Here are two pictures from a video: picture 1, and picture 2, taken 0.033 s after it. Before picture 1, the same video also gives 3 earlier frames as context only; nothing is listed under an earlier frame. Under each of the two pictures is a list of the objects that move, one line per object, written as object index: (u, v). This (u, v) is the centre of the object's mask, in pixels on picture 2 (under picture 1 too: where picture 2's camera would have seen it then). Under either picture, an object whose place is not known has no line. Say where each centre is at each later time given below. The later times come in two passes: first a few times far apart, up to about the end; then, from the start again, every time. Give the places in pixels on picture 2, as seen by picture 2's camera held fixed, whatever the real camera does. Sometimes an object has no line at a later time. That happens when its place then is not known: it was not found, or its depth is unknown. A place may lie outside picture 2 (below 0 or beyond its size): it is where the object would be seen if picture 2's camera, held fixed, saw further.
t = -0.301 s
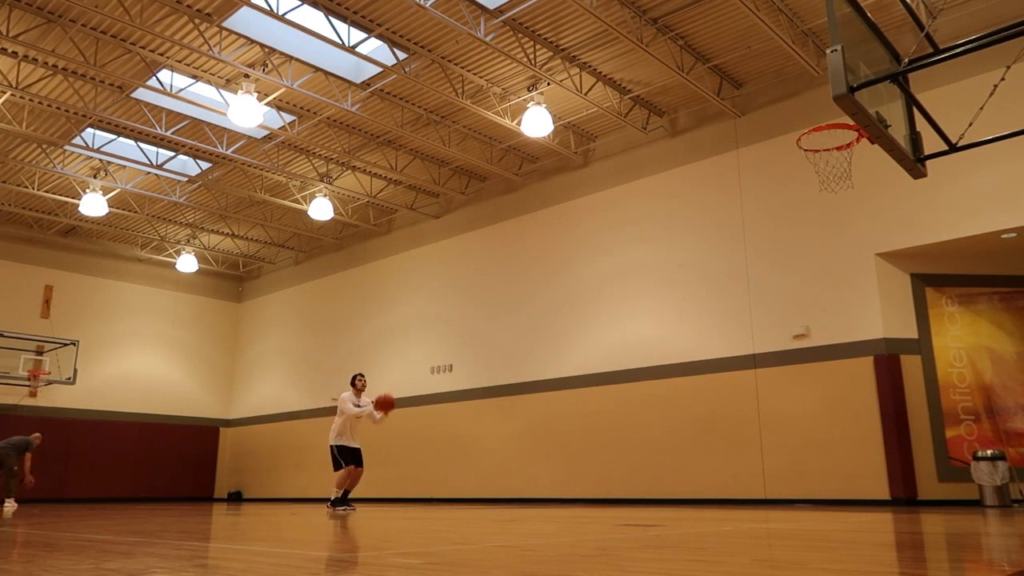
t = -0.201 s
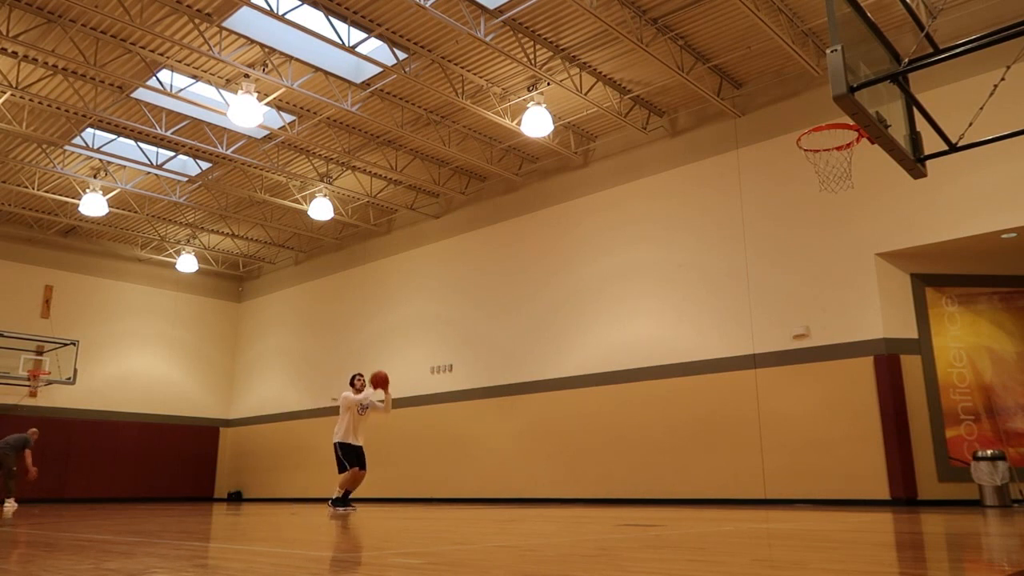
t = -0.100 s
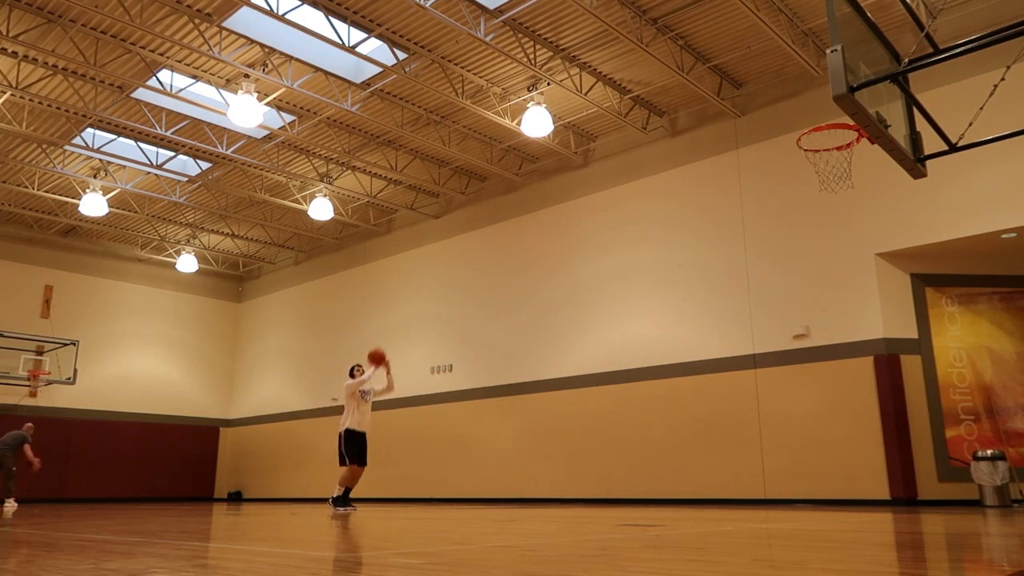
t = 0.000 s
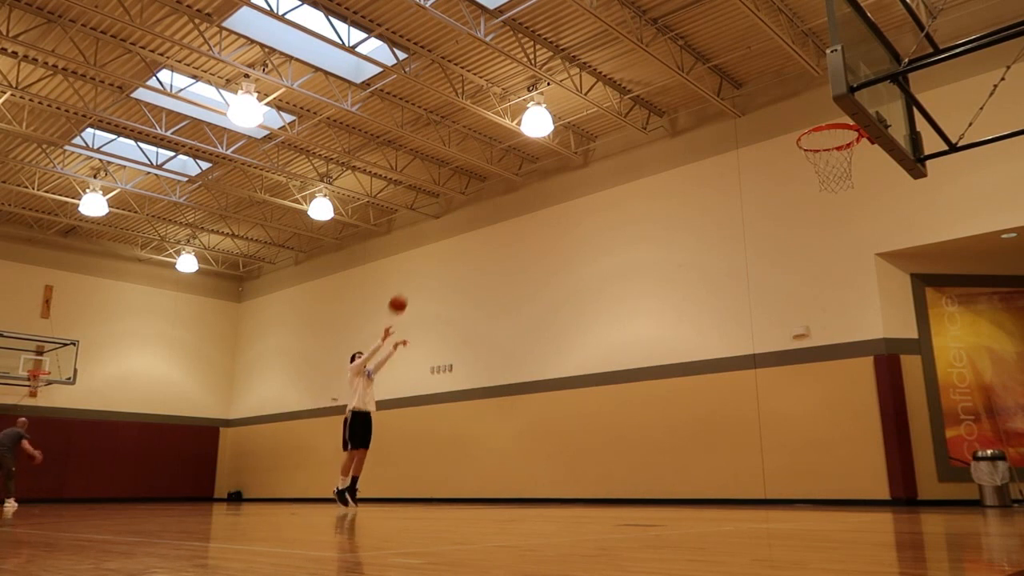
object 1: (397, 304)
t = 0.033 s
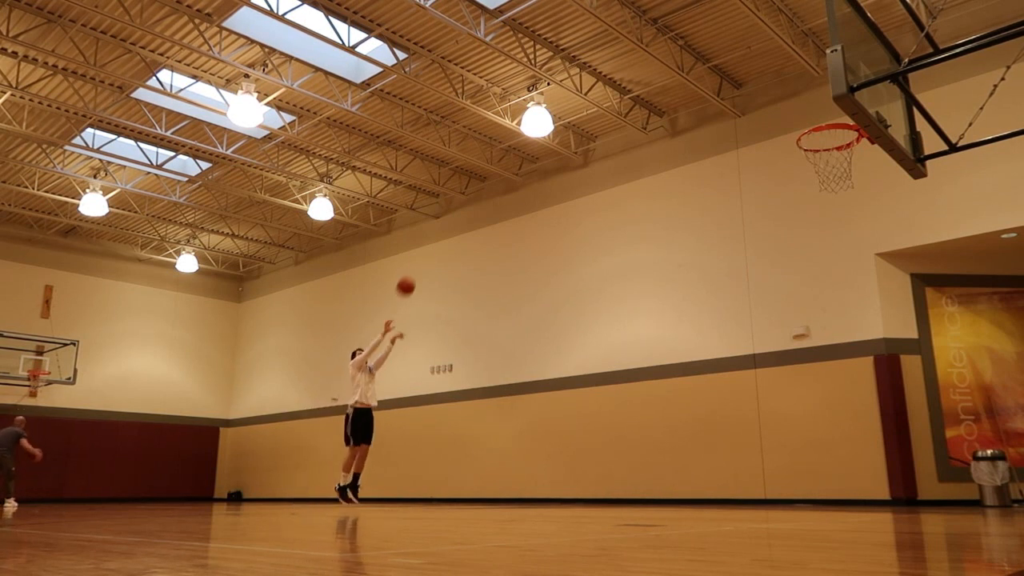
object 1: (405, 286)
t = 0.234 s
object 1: (454, 192)
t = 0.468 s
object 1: (515, 112)
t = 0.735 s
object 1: (592, 61)
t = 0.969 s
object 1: (675, 58)
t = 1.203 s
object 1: (781, 107)
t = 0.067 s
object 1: (413, 269)
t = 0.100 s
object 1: (421, 253)
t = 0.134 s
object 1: (430, 237)
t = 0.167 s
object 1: (438, 221)
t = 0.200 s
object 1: (446, 207)
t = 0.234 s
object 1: (454, 192)
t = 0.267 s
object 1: (463, 179)
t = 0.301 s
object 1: (471, 167)
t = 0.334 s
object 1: (480, 154)
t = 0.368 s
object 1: (488, 143)
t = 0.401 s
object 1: (496, 133)
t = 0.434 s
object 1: (505, 123)
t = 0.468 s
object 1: (515, 112)
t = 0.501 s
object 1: (524, 104)
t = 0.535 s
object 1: (533, 95)
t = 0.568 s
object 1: (543, 88)
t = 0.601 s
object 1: (552, 82)
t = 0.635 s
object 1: (561, 75)
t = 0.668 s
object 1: (572, 70)
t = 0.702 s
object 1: (582, 65)
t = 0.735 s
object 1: (592, 61)
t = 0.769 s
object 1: (604, 59)
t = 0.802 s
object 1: (614, 56)
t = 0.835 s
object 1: (626, 55)
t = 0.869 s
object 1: (638, 54)
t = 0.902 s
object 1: (650, 55)
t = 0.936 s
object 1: (662, 56)
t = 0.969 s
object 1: (675, 58)
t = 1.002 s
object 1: (688, 62)
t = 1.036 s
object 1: (702, 66)
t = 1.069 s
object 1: (716, 72)
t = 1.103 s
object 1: (731, 79)
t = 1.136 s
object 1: (747, 87)
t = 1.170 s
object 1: (763, 96)
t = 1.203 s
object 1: (781, 107)
